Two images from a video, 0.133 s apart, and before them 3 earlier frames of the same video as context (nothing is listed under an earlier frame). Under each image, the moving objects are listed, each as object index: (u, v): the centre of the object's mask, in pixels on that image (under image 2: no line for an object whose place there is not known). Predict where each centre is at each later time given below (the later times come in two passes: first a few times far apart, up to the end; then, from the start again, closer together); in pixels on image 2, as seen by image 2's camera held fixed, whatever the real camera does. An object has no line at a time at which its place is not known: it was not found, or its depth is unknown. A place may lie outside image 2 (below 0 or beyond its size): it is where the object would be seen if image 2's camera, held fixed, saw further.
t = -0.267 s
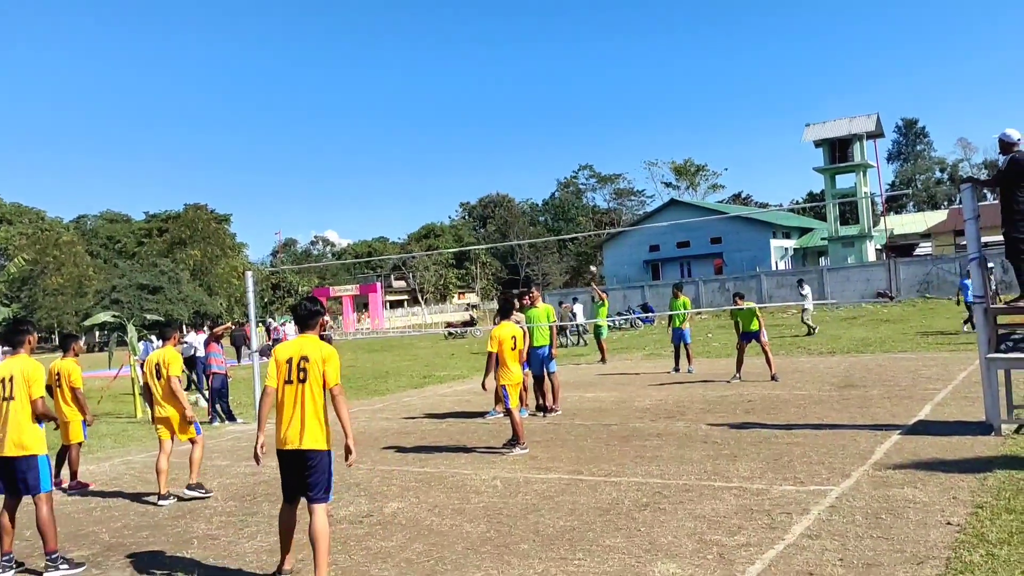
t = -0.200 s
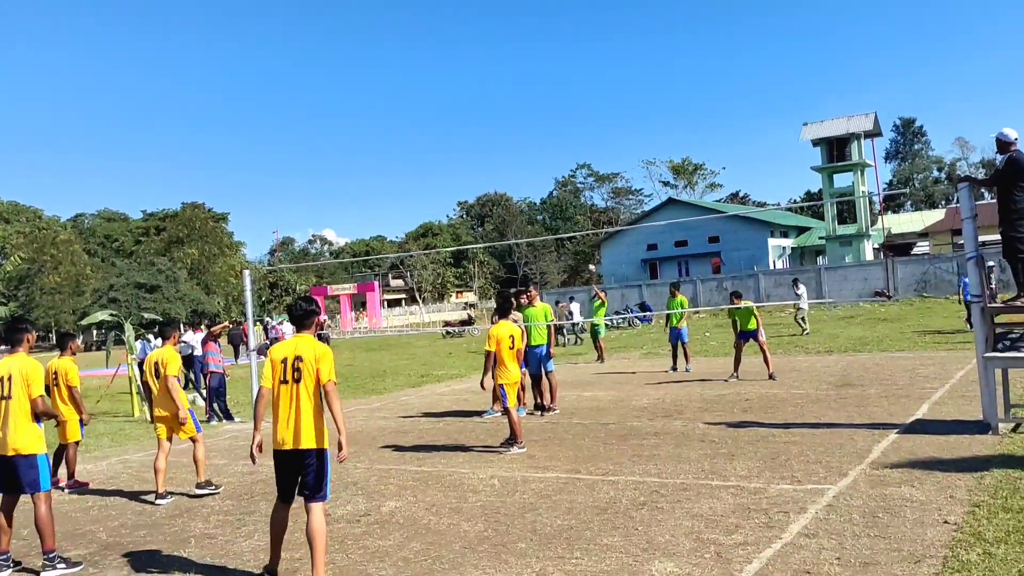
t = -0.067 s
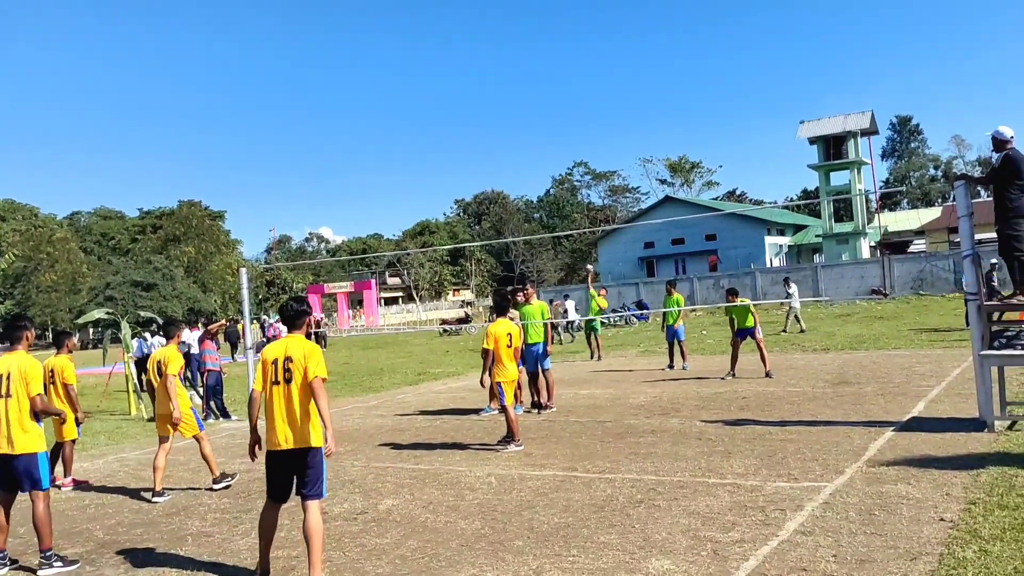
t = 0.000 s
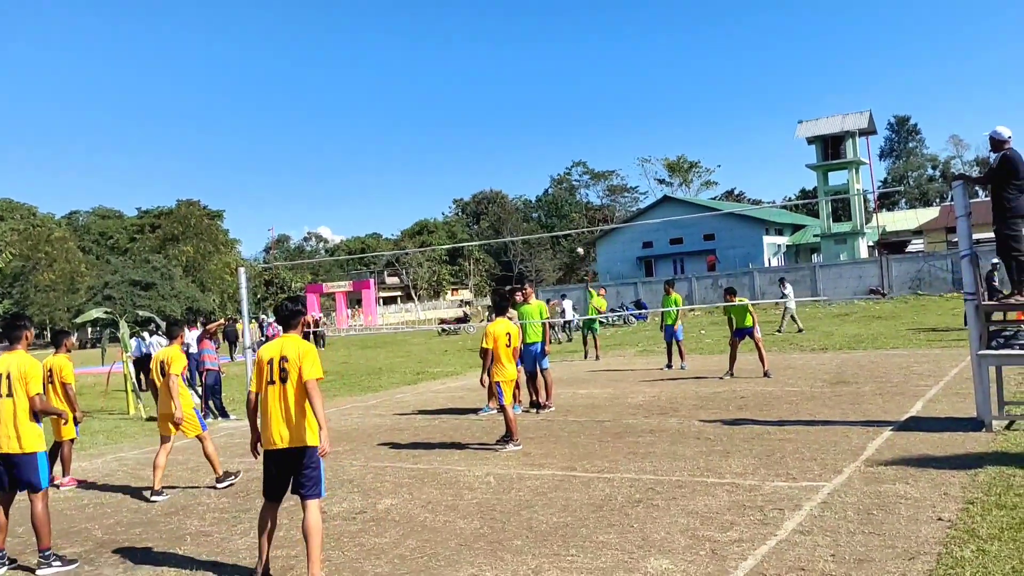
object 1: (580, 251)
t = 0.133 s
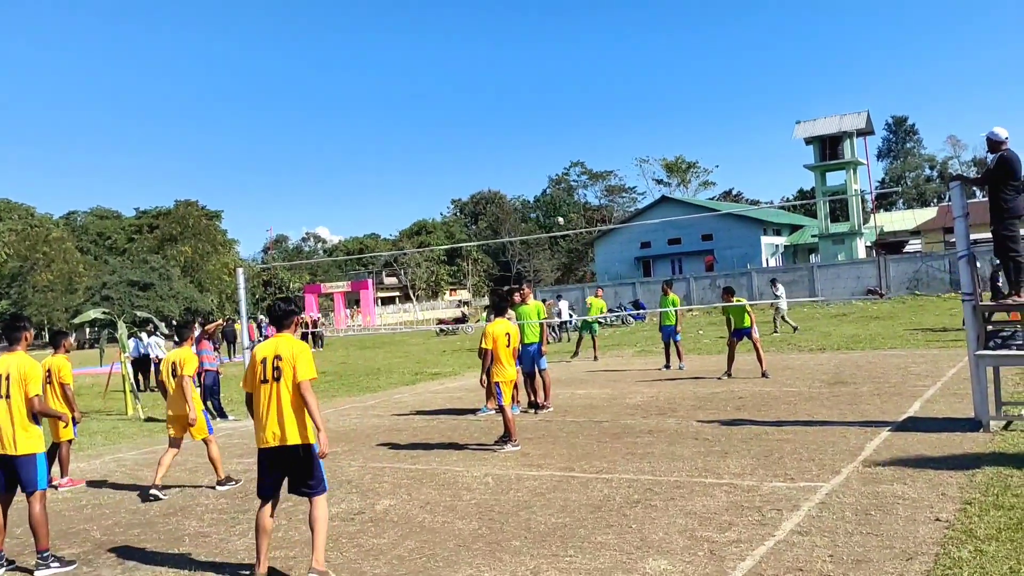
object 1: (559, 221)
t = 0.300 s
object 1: (531, 191)
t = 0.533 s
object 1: (483, 162)
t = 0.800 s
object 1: (411, 158)
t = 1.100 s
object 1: (289, 225)
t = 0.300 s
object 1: (531, 191)
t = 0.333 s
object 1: (525, 186)
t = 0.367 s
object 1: (518, 181)
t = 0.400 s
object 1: (512, 175)
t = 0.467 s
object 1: (498, 168)
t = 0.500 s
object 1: (490, 165)
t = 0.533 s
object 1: (483, 162)
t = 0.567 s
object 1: (475, 159)
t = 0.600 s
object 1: (467, 157)
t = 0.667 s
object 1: (450, 155)
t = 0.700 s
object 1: (441, 155)
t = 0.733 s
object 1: (431, 155)
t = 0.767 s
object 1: (421, 156)
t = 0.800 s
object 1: (411, 158)
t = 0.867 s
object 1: (389, 164)
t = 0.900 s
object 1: (377, 168)
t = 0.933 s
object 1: (364, 174)
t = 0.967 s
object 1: (351, 181)
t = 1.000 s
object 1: (337, 190)
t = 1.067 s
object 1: (306, 212)
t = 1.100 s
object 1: (289, 225)
